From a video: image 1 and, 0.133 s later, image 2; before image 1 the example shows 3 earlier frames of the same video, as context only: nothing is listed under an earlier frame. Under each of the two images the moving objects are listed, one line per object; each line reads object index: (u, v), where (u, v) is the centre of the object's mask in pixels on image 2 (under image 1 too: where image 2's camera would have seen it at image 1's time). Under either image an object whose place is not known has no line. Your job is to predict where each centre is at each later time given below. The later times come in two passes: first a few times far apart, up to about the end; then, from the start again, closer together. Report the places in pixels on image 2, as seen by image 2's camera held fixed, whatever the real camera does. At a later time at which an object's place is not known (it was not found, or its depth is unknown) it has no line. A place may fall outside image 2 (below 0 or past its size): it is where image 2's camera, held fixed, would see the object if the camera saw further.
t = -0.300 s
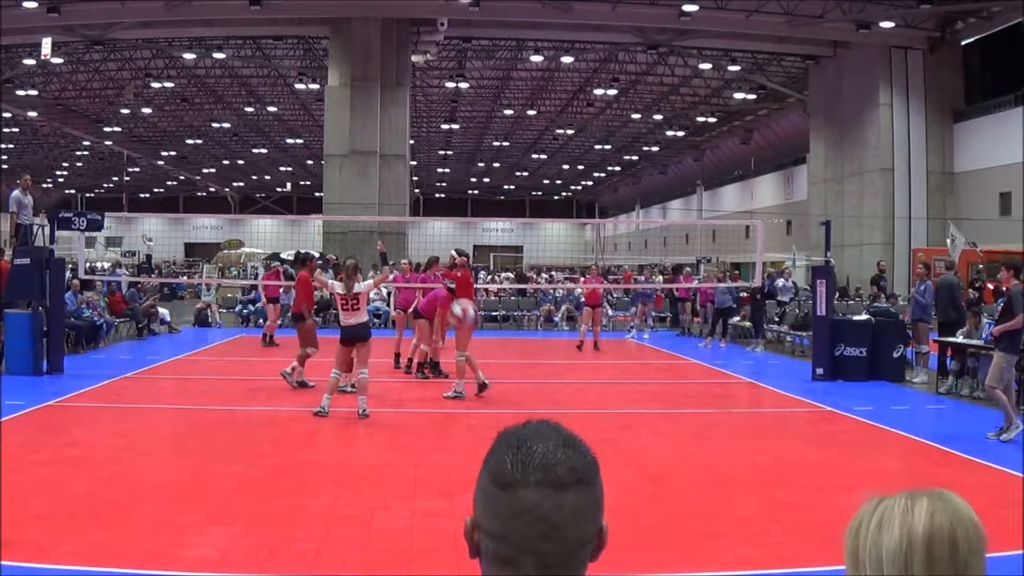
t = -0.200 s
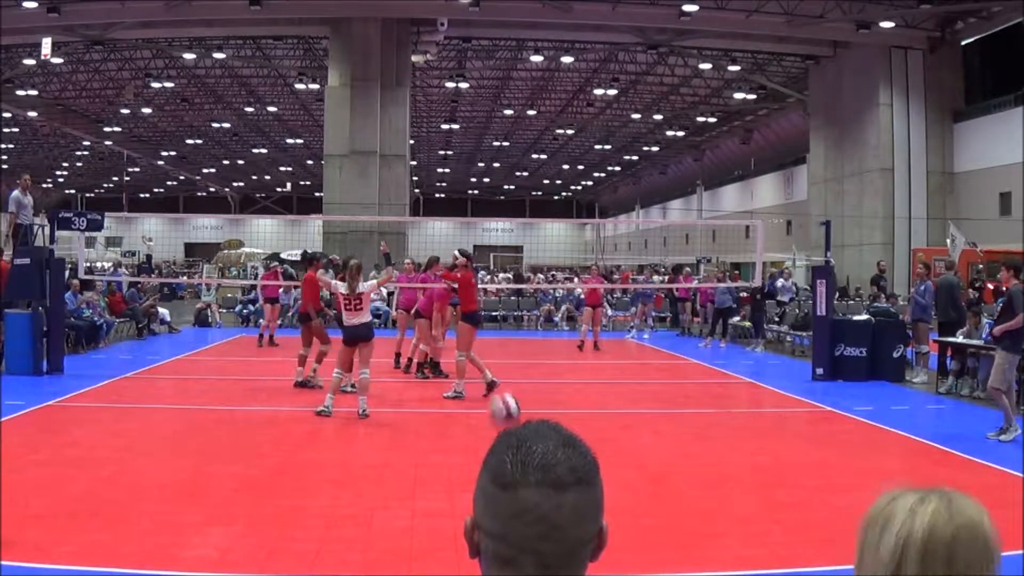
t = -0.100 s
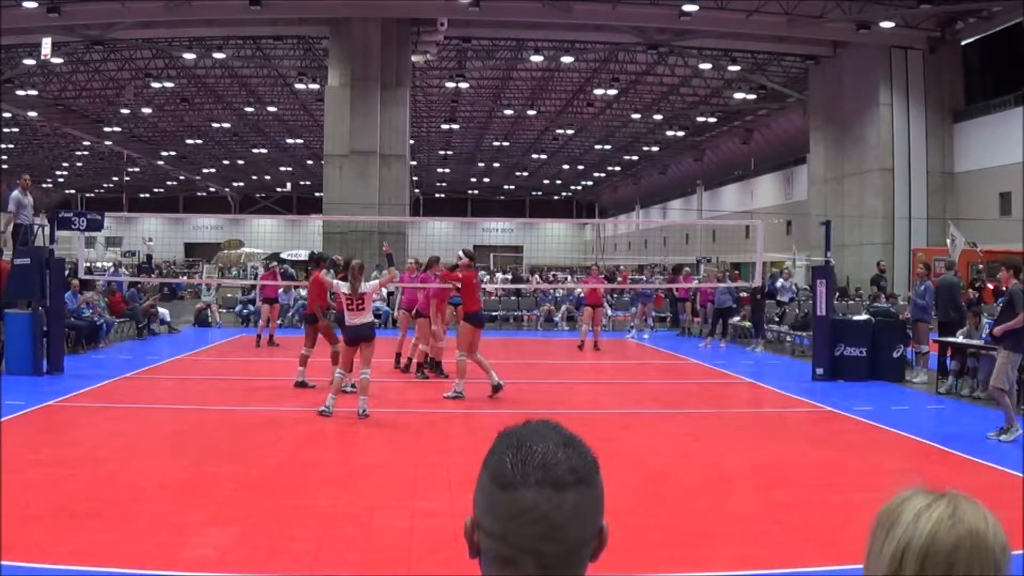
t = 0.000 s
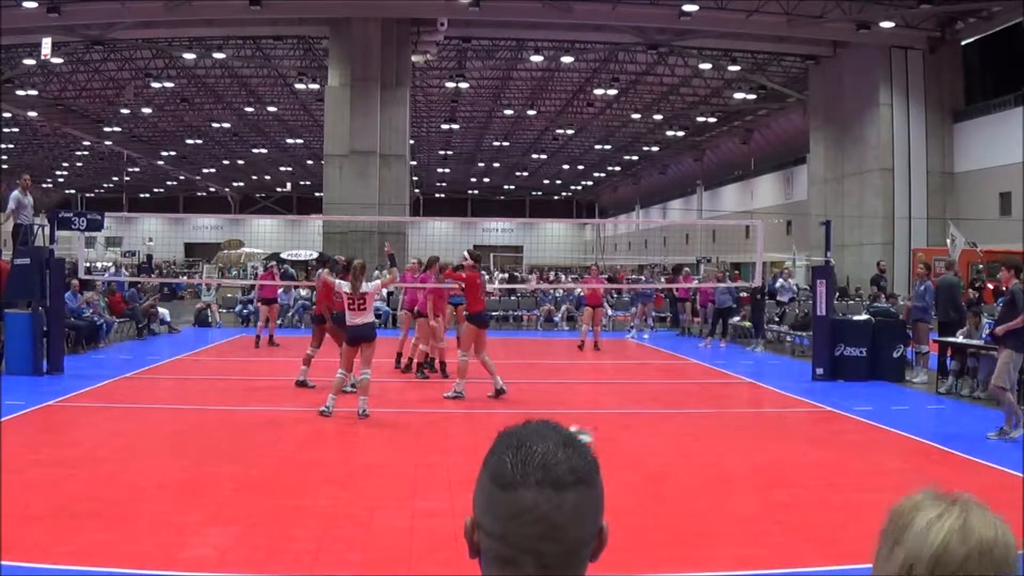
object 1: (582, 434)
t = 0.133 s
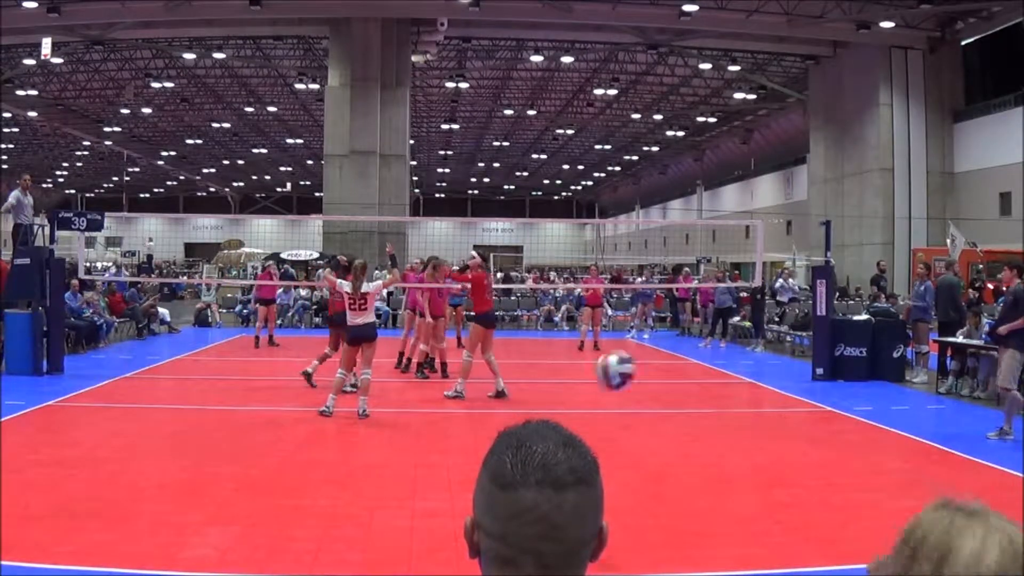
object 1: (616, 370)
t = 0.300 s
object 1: (668, 313)
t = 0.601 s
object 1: (787, 347)
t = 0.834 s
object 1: (888, 543)
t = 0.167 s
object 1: (626, 355)
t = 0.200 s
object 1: (637, 342)
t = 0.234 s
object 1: (648, 331)
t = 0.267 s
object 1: (659, 320)
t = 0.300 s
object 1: (668, 313)
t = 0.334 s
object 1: (681, 307)
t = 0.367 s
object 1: (693, 305)
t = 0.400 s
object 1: (707, 303)
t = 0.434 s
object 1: (718, 304)
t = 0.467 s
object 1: (731, 308)
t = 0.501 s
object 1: (745, 314)
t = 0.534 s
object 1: (759, 321)
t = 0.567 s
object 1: (772, 332)
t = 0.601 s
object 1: (787, 347)
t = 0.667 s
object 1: (816, 386)
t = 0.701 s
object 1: (832, 412)
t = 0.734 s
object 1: (847, 440)
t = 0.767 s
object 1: (861, 472)
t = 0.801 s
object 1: (876, 506)
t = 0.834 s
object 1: (888, 543)
